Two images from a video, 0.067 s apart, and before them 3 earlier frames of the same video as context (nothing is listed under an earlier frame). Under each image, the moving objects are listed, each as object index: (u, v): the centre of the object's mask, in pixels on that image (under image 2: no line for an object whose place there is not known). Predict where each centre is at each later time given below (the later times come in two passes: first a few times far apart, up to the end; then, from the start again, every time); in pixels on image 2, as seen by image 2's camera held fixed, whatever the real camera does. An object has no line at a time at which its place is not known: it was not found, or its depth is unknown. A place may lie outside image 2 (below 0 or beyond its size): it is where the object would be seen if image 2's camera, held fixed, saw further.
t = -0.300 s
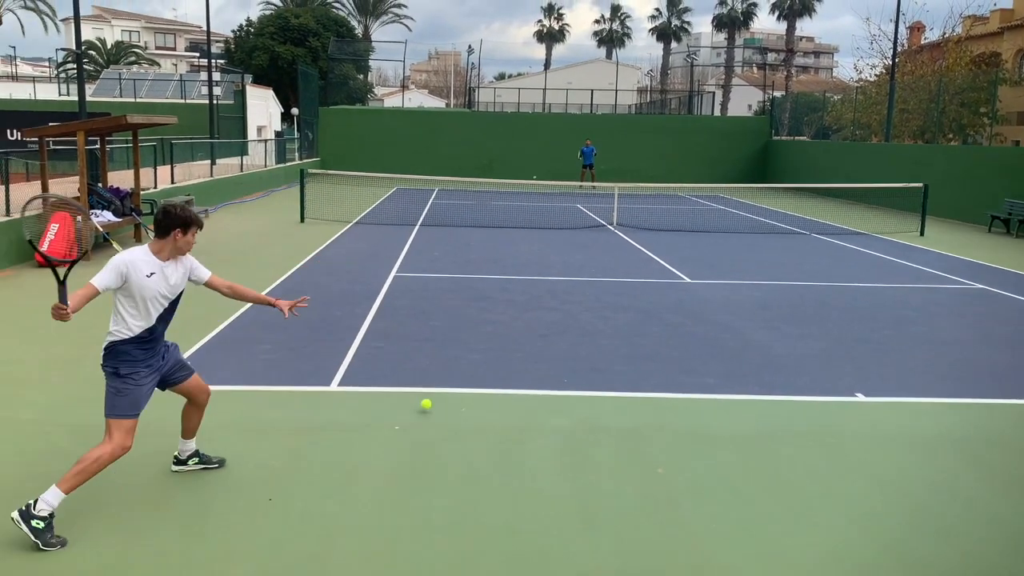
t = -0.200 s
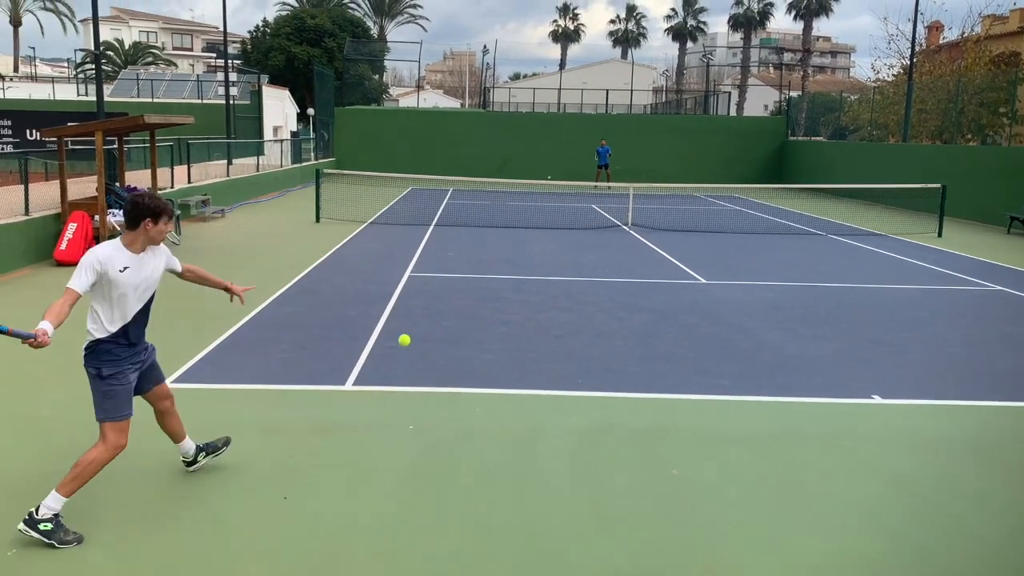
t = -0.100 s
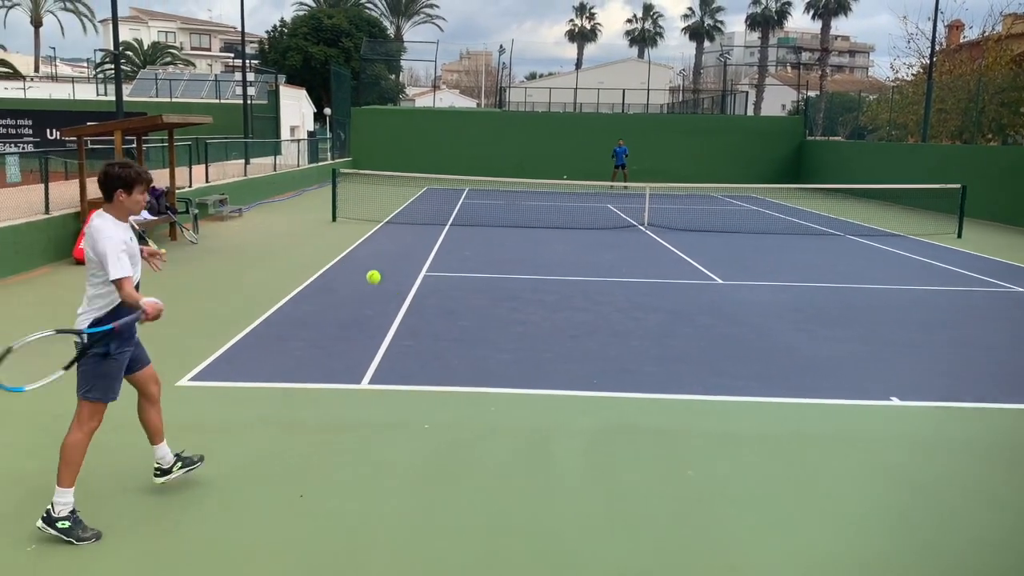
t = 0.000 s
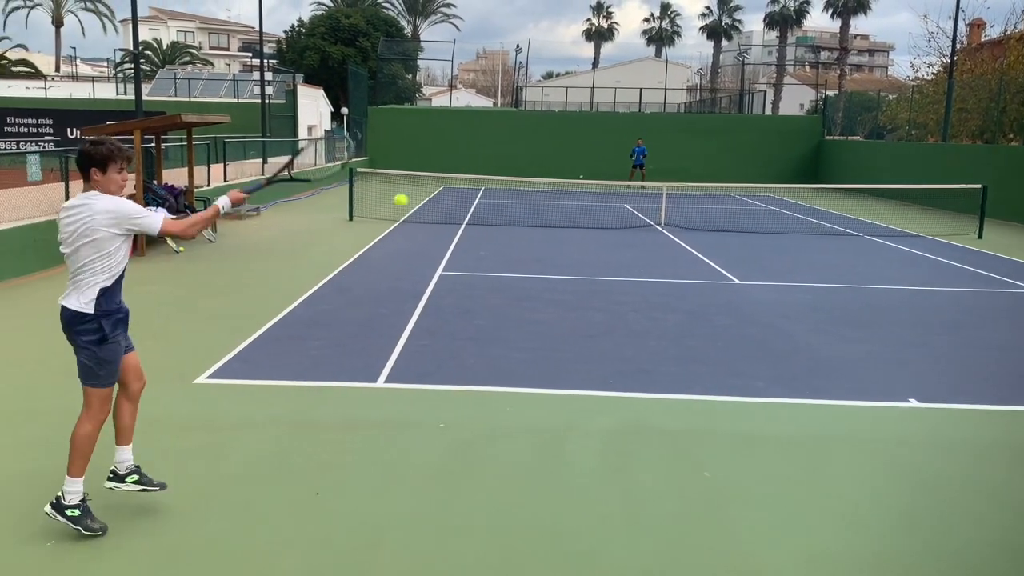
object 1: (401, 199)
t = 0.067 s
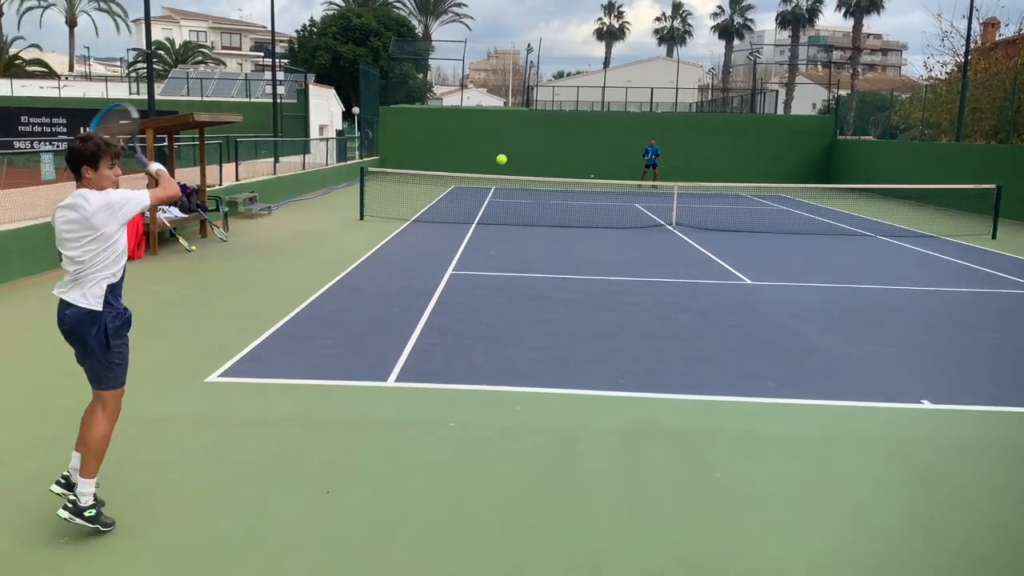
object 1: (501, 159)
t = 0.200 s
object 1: (585, 136)
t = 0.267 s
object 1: (608, 136)
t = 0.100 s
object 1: (530, 149)
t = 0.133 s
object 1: (552, 142)
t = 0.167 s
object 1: (570, 138)
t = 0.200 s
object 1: (585, 136)
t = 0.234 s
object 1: (597, 135)
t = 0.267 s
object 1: (608, 136)
